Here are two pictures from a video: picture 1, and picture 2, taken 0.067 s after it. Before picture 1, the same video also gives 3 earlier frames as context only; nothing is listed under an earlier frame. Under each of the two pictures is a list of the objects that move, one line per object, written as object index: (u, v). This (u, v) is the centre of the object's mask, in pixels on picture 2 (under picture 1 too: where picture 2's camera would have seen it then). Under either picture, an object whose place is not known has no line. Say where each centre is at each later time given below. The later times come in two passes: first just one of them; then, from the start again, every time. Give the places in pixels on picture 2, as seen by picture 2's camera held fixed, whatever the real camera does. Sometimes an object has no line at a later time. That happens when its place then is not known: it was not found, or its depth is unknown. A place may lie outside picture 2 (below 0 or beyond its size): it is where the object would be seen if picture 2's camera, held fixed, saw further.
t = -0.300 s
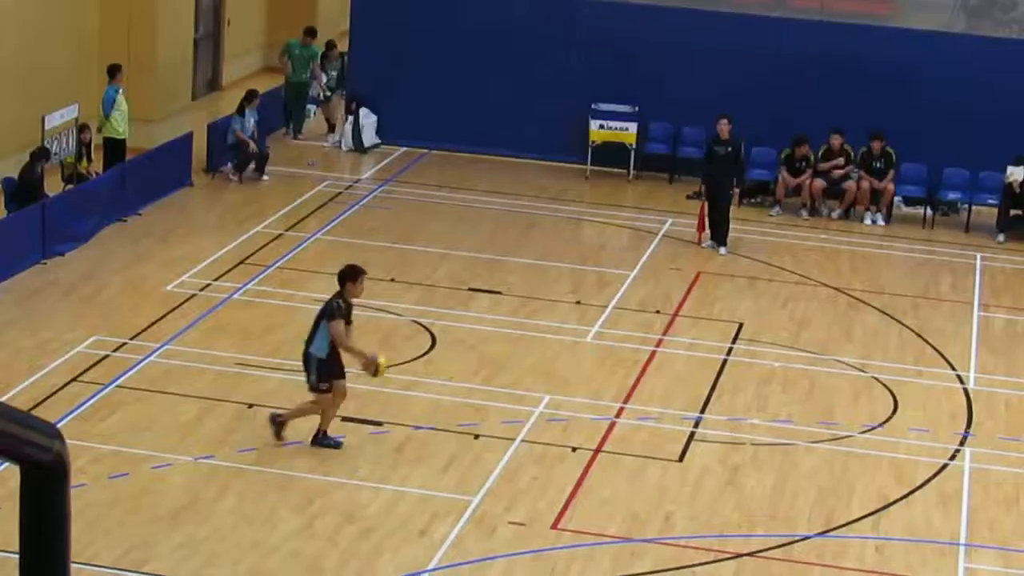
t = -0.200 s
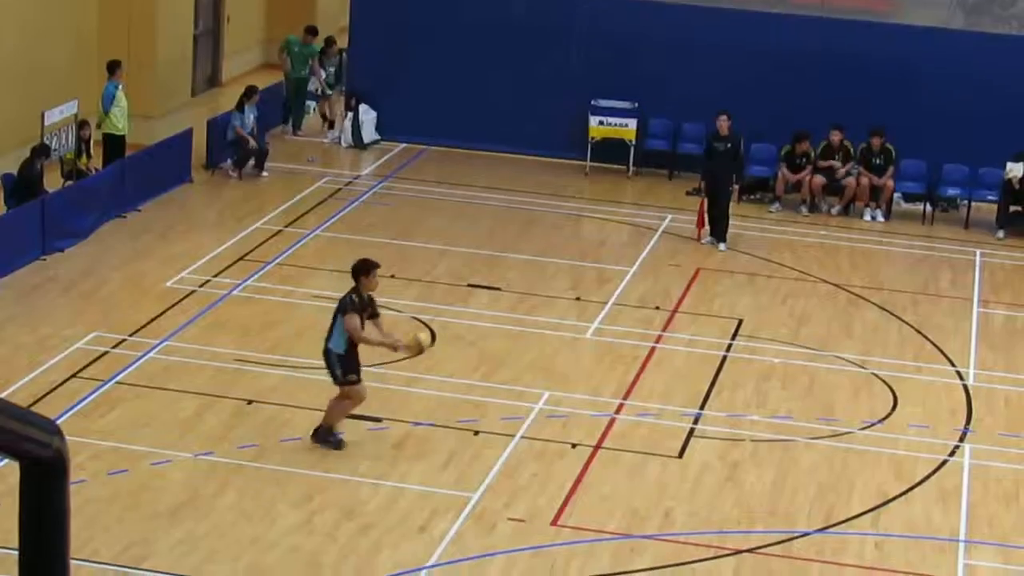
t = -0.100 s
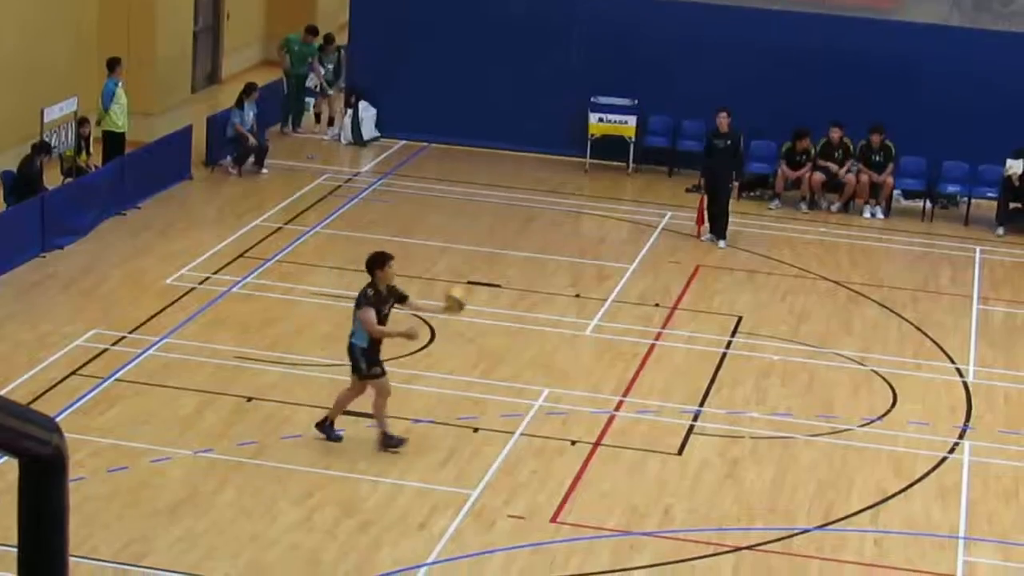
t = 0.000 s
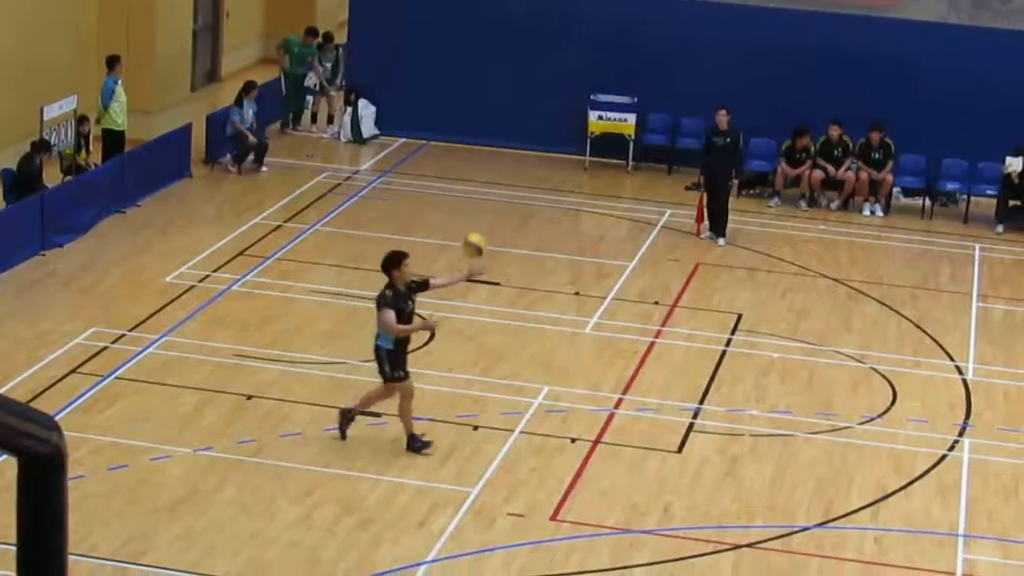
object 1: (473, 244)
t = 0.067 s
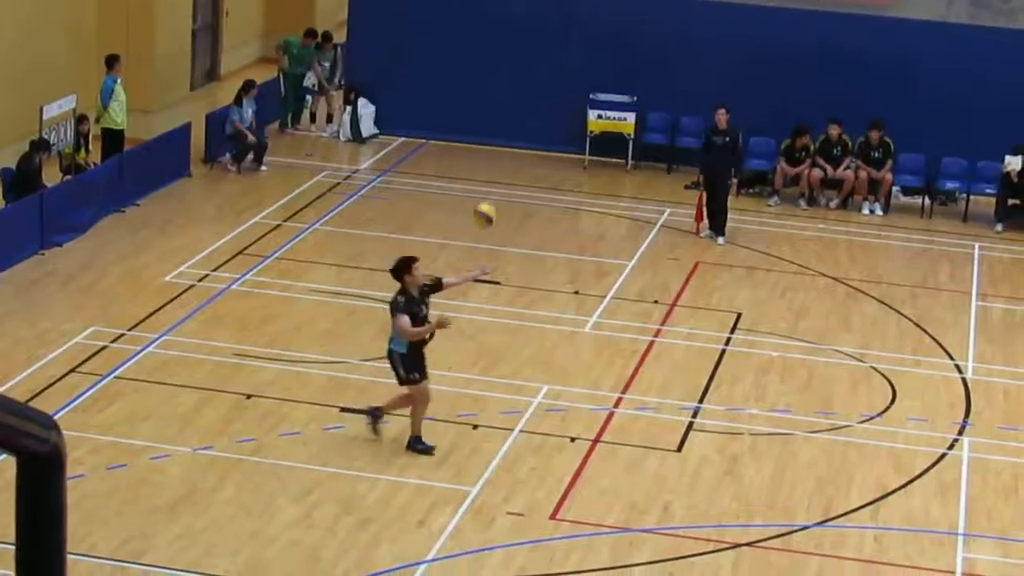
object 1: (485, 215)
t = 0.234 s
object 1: (509, 160)
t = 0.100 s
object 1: (490, 200)
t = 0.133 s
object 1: (495, 188)
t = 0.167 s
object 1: (499, 178)
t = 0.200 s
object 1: (505, 168)
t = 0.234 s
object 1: (509, 160)
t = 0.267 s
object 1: (514, 153)
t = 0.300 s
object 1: (518, 147)
